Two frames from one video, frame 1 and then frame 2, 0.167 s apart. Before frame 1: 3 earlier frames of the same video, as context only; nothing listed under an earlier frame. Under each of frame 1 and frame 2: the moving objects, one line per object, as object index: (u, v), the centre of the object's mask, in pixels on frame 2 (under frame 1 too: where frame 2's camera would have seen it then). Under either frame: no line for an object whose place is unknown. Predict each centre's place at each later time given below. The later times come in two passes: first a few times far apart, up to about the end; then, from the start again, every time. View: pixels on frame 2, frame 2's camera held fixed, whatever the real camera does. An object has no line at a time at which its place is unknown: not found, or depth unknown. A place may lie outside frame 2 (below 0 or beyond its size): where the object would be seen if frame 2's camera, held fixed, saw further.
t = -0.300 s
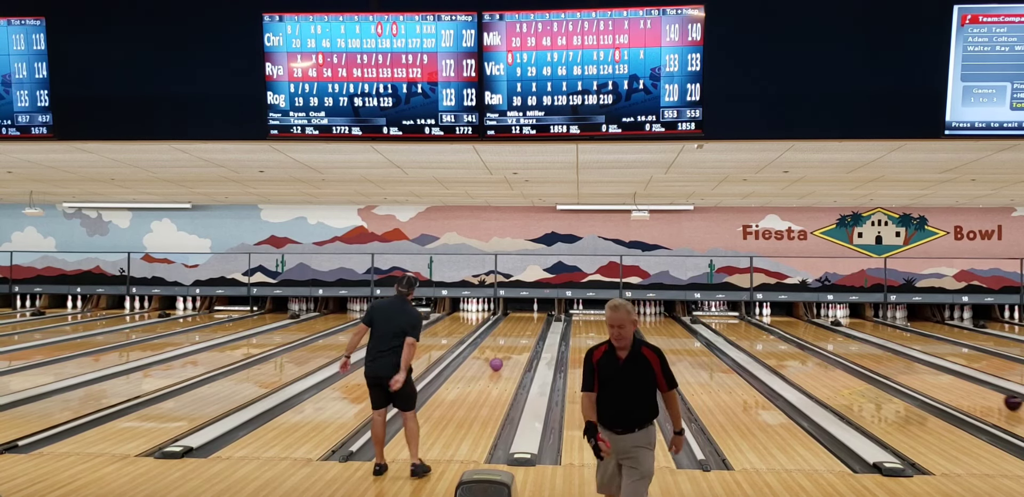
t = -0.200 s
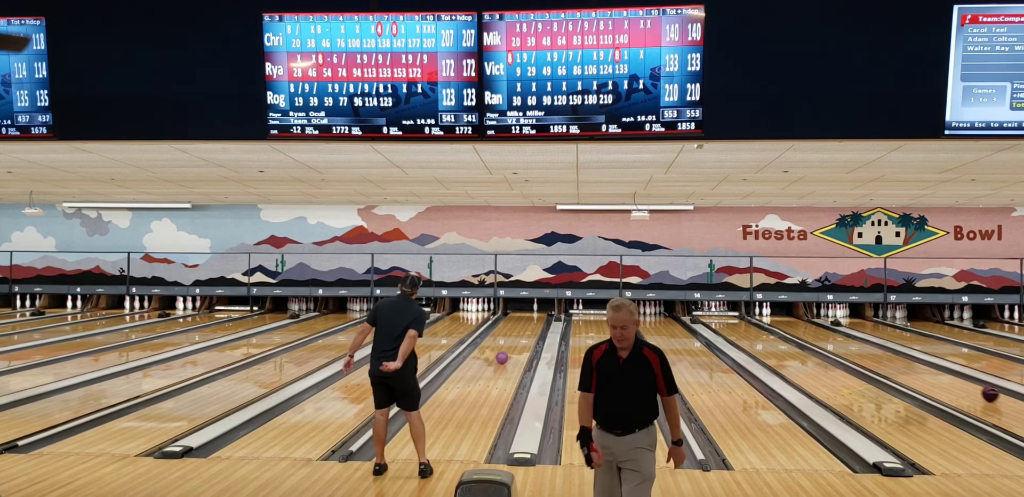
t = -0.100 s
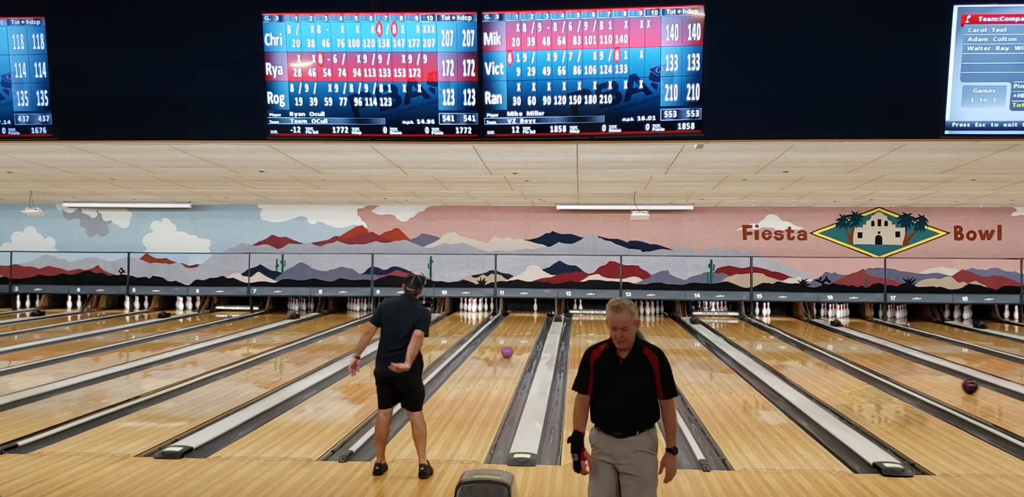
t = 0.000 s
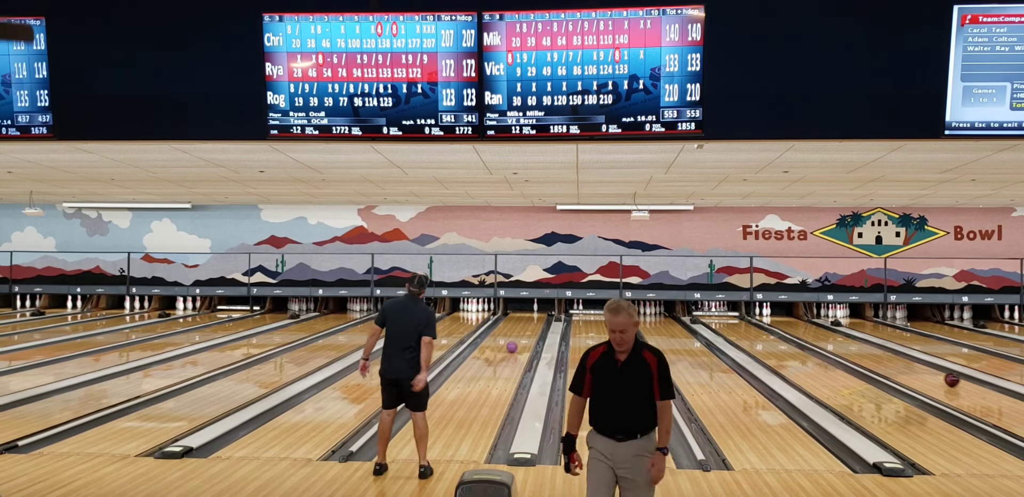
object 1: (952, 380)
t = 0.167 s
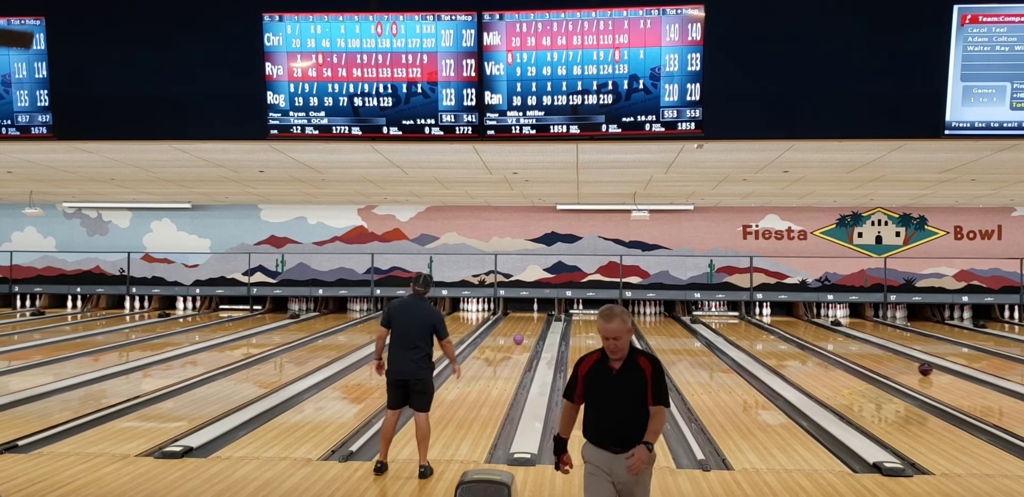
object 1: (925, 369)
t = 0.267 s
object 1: (911, 364)
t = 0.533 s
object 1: (878, 352)
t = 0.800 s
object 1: (852, 342)
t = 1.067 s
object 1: (829, 334)
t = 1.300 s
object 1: (813, 327)
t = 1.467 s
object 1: (803, 324)
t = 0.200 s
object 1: (920, 368)
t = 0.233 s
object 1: (915, 366)
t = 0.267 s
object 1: (911, 364)
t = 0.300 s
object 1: (906, 363)
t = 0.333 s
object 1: (902, 361)
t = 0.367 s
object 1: (898, 359)
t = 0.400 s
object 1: (894, 358)
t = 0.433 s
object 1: (890, 356)
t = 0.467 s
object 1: (886, 355)
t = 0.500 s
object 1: (882, 353)
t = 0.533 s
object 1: (878, 352)
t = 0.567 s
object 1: (875, 350)
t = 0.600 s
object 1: (871, 349)
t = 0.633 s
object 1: (868, 348)
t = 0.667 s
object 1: (864, 346)
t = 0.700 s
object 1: (861, 345)
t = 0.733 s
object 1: (858, 344)
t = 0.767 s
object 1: (855, 343)
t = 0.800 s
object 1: (852, 342)
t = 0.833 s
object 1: (849, 341)
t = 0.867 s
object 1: (846, 340)
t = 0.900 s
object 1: (843, 339)
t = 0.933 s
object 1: (840, 338)
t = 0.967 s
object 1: (838, 337)
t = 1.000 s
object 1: (835, 336)
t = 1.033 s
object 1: (832, 334)
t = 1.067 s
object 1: (829, 334)
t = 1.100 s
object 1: (827, 333)
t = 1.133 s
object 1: (824, 332)
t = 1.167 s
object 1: (822, 331)
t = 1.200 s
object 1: (820, 330)
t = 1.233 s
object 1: (818, 329)
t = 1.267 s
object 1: (815, 328)
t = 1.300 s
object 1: (813, 327)
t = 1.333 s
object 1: (811, 327)
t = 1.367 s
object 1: (809, 326)
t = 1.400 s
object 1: (807, 325)
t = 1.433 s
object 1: (805, 324)
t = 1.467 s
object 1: (803, 324)
